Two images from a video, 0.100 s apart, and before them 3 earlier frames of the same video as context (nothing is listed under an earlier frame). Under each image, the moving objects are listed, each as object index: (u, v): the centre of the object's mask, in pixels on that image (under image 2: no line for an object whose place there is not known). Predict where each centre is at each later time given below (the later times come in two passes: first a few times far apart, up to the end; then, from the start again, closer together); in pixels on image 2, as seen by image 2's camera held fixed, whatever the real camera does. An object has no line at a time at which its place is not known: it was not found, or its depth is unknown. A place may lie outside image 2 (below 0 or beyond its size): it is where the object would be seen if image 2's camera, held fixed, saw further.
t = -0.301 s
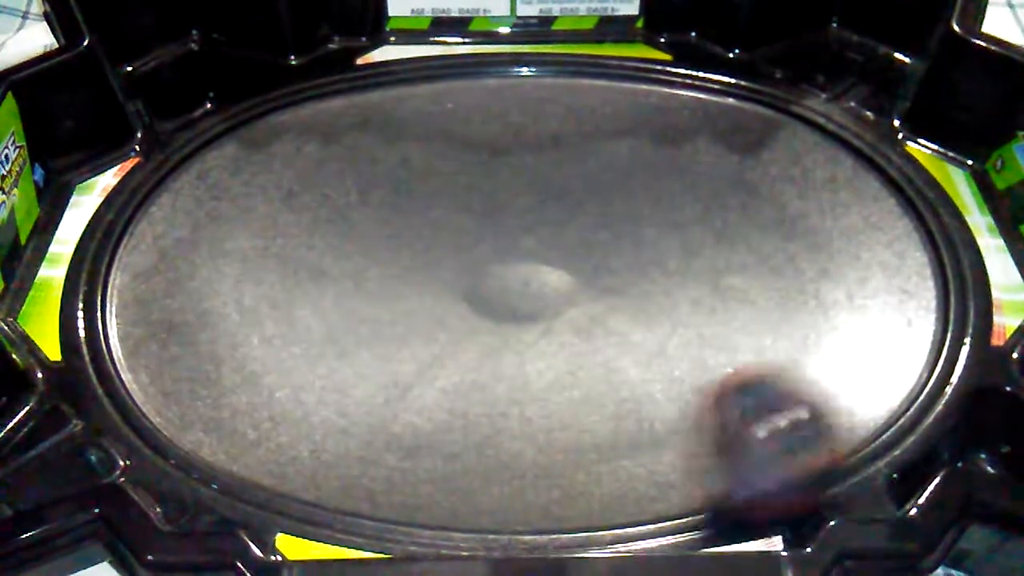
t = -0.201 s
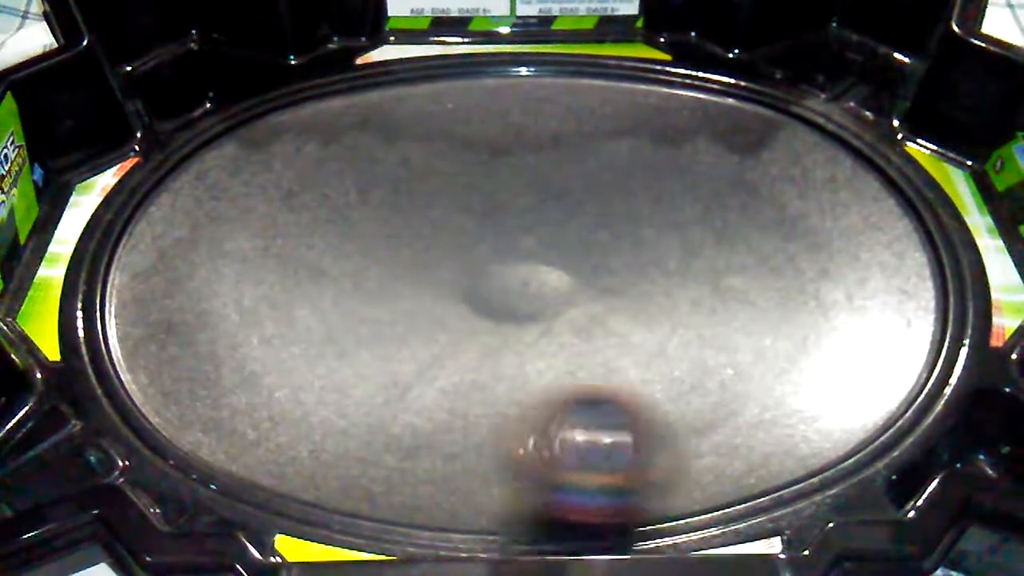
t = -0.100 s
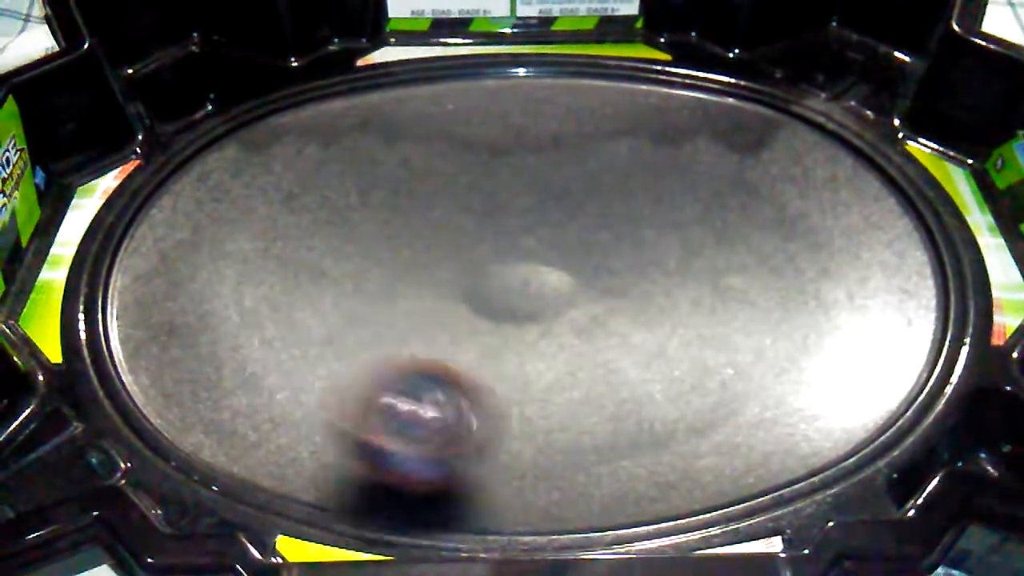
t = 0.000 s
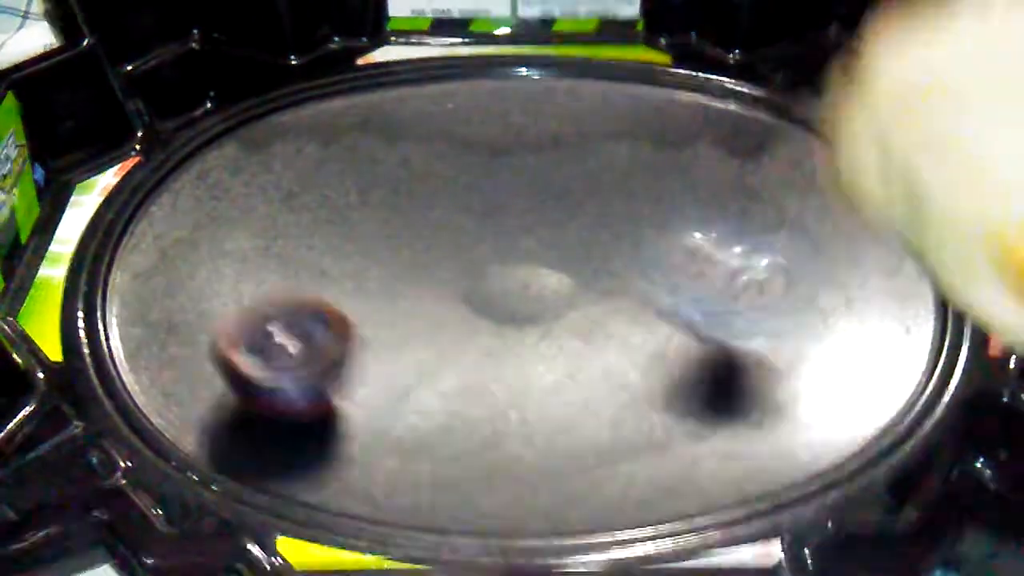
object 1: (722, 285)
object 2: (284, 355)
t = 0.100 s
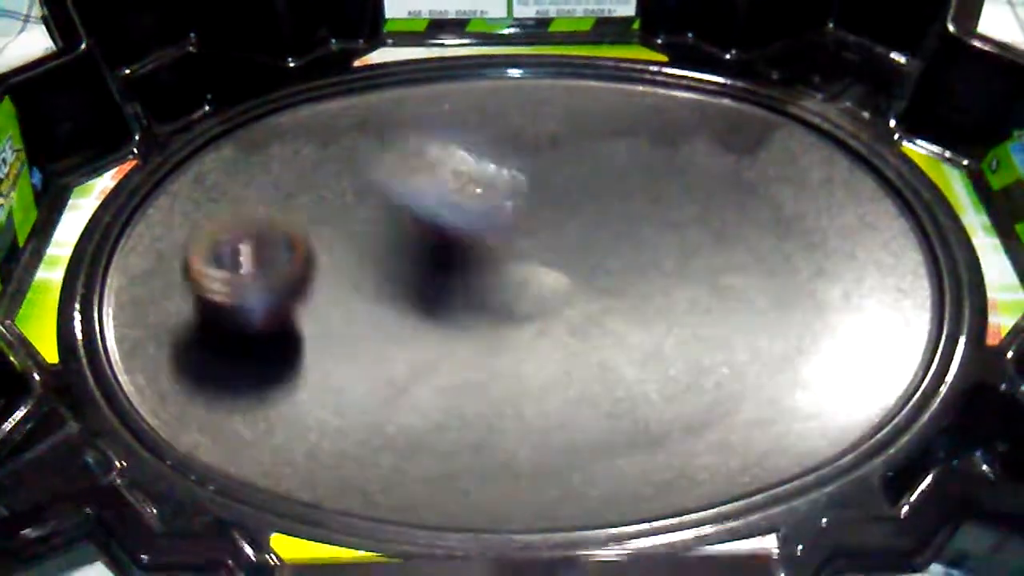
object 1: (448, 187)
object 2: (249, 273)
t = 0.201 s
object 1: (235, 76)
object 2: (282, 196)
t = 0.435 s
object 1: (327, 163)
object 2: (506, 128)
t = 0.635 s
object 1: (546, 320)
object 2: (721, 182)
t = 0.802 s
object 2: (858, 280)
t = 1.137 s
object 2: (723, 274)
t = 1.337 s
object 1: (376, 246)
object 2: (501, 245)
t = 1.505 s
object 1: (267, 201)
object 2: (534, 194)
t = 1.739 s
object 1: (214, 221)
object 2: (617, 147)
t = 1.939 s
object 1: (248, 243)
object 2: (669, 164)
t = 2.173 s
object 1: (362, 230)
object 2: (608, 246)
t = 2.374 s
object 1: (412, 173)
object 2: (521, 304)
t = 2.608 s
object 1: (402, 120)
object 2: (404, 323)
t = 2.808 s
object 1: (438, 146)
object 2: (295, 271)
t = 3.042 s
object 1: (523, 212)
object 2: (300, 224)
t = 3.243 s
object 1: (613, 264)
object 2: (371, 220)
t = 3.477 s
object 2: (471, 254)
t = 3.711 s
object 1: (723, 296)
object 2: (540, 317)
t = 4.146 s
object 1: (594, 282)
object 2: (452, 331)
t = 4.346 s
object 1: (564, 242)
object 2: (383, 285)
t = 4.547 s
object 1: (528, 240)
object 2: (358, 227)
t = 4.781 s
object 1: (522, 218)
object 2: (383, 181)
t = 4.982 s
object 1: (538, 221)
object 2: (415, 181)
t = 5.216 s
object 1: (583, 251)
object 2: (429, 213)
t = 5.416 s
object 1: (605, 265)
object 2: (435, 249)
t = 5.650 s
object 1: (598, 277)
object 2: (438, 296)
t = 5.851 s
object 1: (569, 282)
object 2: (440, 318)
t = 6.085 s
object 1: (580, 266)
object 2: (393, 326)
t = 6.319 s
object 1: (545, 260)
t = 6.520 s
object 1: (565, 230)
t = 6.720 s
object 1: (541, 214)
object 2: (461, 291)
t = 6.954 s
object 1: (544, 158)
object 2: (434, 322)
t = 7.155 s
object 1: (511, 165)
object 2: (446, 309)
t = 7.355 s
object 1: (496, 198)
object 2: (478, 298)
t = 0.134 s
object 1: (374, 148)
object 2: (253, 247)
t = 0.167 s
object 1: (297, 108)
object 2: (265, 220)
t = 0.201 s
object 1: (235, 76)
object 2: (282, 196)
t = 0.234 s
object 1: (184, 60)
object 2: (305, 177)
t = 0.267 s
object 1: (168, 57)
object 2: (331, 164)
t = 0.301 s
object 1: (197, 67)
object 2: (364, 150)
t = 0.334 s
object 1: (227, 88)
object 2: (397, 142)
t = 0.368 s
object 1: (259, 108)
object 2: (432, 135)
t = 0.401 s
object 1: (293, 134)
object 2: (471, 133)
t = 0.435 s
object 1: (327, 163)
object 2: (506, 128)
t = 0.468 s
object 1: (366, 190)
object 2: (541, 129)
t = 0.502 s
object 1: (403, 220)
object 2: (579, 137)
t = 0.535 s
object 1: (439, 249)
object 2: (622, 145)
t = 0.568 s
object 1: (477, 280)
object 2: (656, 151)
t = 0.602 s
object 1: (510, 301)
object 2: (689, 163)
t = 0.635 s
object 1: (546, 320)
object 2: (721, 182)
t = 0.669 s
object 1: (590, 338)
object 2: (747, 202)
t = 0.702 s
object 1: (629, 342)
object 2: (773, 228)
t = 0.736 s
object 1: (668, 343)
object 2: (790, 259)
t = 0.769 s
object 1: (694, 345)
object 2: (803, 279)
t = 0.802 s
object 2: (858, 280)
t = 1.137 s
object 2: (723, 274)
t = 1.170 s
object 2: (683, 275)
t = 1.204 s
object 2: (643, 274)
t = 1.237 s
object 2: (605, 270)
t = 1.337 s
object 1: (376, 246)
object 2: (501, 245)
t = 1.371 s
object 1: (355, 232)
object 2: (499, 238)
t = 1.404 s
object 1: (329, 219)
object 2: (507, 227)
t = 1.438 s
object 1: (305, 209)
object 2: (516, 216)
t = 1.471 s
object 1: (287, 204)
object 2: (525, 205)
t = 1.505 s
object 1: (267, 201)
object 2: (534, 194)
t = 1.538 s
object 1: (252, 199)
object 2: (545, 186)
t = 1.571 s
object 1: (239, 200)
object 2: (556, 176)
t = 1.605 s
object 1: (230, 203)
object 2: (569, 167)
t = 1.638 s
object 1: (223, 207)
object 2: (580, 160)
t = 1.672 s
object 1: (218, 211)
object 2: (592, 154)
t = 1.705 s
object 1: (215, 217)
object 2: (605, 149)
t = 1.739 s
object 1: (214, 221)
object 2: (617, 147)
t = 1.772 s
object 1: (214, 225)
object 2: (628, 145)
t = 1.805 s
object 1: (217, 231)
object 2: (639, 146)
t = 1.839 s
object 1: (222, 235)
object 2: (648, 147)
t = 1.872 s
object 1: (229, 239)
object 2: (657, 152)
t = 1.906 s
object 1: (237, 241)
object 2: (664, 156)
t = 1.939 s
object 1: (248, 243)
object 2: (669, 164)
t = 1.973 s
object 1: (262, 244)
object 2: (671, 173)
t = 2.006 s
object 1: (276, 243)
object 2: (671, 184)
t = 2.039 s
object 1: (292, 243)
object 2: (666, 196)
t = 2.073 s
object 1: (309, 240)
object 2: (657, 208)
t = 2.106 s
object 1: (326, 238)
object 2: (643, 224)
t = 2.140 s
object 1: (345, 233)
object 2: (628, 235)
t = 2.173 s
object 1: (362, 230)
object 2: (608, 246)
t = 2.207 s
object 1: (379, 225)
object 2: (588, 256)
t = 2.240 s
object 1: (396, 221)
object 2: (564, 264)
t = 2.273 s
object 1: (414, 216)
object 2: (541, 270)
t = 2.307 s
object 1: (422, 207)
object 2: (526, 277)
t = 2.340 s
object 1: (417, 189)
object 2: (525, 293)
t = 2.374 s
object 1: (412, 173)
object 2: (521, 304)
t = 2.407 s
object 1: (410, 160)
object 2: (514, 314)
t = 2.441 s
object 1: (406, 148)
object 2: (505, 320)
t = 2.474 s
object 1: (402, 137)
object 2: (489, 325)
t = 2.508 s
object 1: (400, 129)
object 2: (470, 329)
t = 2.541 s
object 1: (400, 123)
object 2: (450, 330)
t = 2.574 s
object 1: (400, 122)
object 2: (426, 327)
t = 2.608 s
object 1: (402, 120)
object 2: (404, 323)
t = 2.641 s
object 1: (405, 120)
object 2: (380, 316)
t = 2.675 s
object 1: (409, 123)
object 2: (358, 309)
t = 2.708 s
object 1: (415, 127)
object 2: (336, 300)
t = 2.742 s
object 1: (420, 132)
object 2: (319, 290)
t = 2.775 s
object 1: (429, 138)
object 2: (305, 281)
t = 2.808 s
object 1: (438, 146)
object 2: (295, 271)
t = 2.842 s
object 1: (447, 153)
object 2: (287, 263)
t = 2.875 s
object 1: (459, 162)
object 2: (282, 255)
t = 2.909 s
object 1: (472, 171)
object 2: (281, 247)
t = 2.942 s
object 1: (484, 181)
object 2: (282, 239)
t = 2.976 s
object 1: (498, 192)
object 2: (286, 233)
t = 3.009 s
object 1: (509, 202)
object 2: (292, 228)
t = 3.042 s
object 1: (523, 212)
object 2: (300, 224)
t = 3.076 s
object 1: (536, 223)
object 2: (309, 222)
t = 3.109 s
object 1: (551, 235)
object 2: (319, 220)
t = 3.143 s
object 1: (565, 244)
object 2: (331, 219)
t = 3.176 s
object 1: (581, 252)
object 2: (344, 218)
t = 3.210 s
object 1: (597, 259)
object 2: (357, 218)
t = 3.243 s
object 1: (613, 264)
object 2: (371, 220)
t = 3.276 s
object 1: (630, 269)
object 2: (386, 222)
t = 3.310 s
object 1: (646, 273)
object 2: (401, 225)
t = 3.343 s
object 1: (662, 276)
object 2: (415, 229)
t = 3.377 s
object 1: (676, 278)
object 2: (429, 235)
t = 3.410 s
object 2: (444, 240)
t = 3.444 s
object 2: (458, 247)
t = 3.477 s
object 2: (471, 254)
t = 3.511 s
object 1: (719, 281)
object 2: (483, 263)
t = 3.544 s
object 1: (725, 281)
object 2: (495, 272)
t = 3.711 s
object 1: (723, 296)
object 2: (540, 317)
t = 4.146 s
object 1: (594, 282)
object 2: (452, 331)
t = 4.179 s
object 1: (594, 271)
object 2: (431, 326)
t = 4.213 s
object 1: (591, 262)
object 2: (414, 319)
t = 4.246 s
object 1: (586, 255)
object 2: (403, 312)
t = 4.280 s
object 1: (580, 249)
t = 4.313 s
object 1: (573, 246)
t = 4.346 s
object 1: (564, 242)
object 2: (383, 285)
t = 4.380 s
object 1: (554, 241)
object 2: (382, 274)
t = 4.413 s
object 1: (541, 241)
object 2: (383, 264)
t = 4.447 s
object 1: (526, 241)
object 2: (387, 255)
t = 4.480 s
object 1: (515, 241)
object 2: (386, 246)
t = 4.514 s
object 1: (522, 241)
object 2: (369, 236)
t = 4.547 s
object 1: (528, 240)
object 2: (358, 227)
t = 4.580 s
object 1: (529, 238)
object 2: (352, 218)
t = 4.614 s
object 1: (529, 236)
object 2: (350, 209)
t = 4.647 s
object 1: (528, 233)
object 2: (352, 201)
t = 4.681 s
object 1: (527, 229)
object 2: (357, 193)
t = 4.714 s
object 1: (526, 226)
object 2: (366, 187)
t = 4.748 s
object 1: (524, 221)
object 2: (373, 184)
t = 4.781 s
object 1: (522, 218)
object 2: (383, 181)
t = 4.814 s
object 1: (518, 215)
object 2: (395, 180)
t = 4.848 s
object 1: (516, 212)
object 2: (404, 180)
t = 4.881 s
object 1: (522, 214)
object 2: (406, 179)
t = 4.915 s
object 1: (530, 217)
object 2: (408, 179)
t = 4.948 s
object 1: (534, 219)
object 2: (411, 179)
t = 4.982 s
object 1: (538, 221)
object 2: (415, 181)
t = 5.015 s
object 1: (540, 225)
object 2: (421, 185)
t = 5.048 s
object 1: (543, 227)
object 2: (427, 188)
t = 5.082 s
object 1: (544, 230)
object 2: (433, 195)
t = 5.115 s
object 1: (548, 233)
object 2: (437, 201)
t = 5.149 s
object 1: (561, 240)
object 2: (434, 205)
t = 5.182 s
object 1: (573, 245)
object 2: (431, 209)
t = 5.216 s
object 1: (583, 251)
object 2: (429, 213)
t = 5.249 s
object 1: (591, 255)
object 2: (429, 218)
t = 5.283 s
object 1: (596, 259)
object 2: (430, 223)
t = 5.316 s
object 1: (601, 262)
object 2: (431, 229)
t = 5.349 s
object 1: (603, 263)
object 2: (432, 235)
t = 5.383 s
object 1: (604, 264)
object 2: (433, 242)
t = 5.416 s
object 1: (605, 265)
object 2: (435, 249)
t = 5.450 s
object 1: (606, 266)
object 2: (436, 256)
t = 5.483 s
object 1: (606, 267)
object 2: (437, 263)
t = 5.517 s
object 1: (606, 268)
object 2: (438, 270)
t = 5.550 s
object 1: (605, 270)
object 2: (438, 277)
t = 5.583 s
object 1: (604, 272)
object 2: (438, 284)
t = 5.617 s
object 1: (602, 274)
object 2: (438, 290)
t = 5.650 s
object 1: (598, 277)
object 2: (438, 296)
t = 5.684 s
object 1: (595, 278)
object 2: (438, 300)
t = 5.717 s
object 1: (591, 280)
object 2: (438, 304)
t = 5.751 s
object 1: (586, 281)
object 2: (439, 309)
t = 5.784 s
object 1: (580, 282)
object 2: (439, 313)
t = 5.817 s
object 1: (573, 283)
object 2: (440, 315)
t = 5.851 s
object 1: (569, 282)
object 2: (440, 318)
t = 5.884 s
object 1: (576, 280)
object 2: (426, 324)
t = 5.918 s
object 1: (583, 277)
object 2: (414, 327)
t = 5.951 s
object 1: (587, 274)
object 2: (405, 329)
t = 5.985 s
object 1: (587, 273)
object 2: (398, 329)
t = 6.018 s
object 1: (587, 271)
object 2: (394, 329)
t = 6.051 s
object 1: (584, 269)
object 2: (393, 327)
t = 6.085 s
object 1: (580, 266)
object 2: (393, 326)
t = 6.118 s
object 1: (576, 265)
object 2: (395, 325)
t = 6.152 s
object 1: (571, 263)
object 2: (399, 323)
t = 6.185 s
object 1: (566, 261)
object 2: (404, 320)
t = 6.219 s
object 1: (561, 260)
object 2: (409, 317)
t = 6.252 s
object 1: (555, 260)
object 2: (415, 314)
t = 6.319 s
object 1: (545, 260)
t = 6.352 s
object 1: (552, 253)
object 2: (422, 313)
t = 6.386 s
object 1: (558, 246)
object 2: (418, 315)
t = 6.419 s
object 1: (561, 241)
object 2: (416, 315)
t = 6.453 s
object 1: (564, 237)
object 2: (416, 315)
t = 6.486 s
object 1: (565, 234)
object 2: (417, 313)
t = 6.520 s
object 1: (565, 230)
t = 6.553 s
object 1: (564, 226)
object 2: (425, 308)
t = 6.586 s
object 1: (561, 223)
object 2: (431, 305)
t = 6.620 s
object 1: (558, 220)
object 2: (437, 302)
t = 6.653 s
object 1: (552, 218)
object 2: (445, 298)
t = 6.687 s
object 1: (547, 216)
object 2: (454, 294)
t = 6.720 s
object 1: (541, 214)
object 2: (461, 291)
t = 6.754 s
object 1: (541, 209)
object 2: (463, 294)
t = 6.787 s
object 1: (548, 194)
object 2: (454, 305)
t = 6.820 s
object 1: (553, 183)
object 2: (448, 315)
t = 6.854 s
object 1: (553, 173)
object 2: (443, 319)
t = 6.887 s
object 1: (551, 167)
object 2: (438, 322)
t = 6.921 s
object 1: (548, 162)
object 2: (436, 323)
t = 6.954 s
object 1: (544, 158)
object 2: (434, 322)
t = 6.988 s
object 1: (539, 155)
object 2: (434, 322)
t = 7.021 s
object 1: (533, 154)
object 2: (434, 320)
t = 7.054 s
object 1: (527, 154)
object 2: (436, 318)
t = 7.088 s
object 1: (522, 156)
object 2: (438, 316)
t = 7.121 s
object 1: (517, 160)
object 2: (442, 312)
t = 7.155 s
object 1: (511, 165)
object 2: (446, 309)
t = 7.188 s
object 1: (507, 171)
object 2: (451, 305)
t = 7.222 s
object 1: (503, 178)
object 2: (456, 302)
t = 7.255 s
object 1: (499, 186)
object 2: (461, 298)
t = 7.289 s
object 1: (496, 193)
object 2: (468, 294)
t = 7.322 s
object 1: (496, 197)
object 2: (475, 294)
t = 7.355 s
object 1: (496, 198)
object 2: (478, 298)
